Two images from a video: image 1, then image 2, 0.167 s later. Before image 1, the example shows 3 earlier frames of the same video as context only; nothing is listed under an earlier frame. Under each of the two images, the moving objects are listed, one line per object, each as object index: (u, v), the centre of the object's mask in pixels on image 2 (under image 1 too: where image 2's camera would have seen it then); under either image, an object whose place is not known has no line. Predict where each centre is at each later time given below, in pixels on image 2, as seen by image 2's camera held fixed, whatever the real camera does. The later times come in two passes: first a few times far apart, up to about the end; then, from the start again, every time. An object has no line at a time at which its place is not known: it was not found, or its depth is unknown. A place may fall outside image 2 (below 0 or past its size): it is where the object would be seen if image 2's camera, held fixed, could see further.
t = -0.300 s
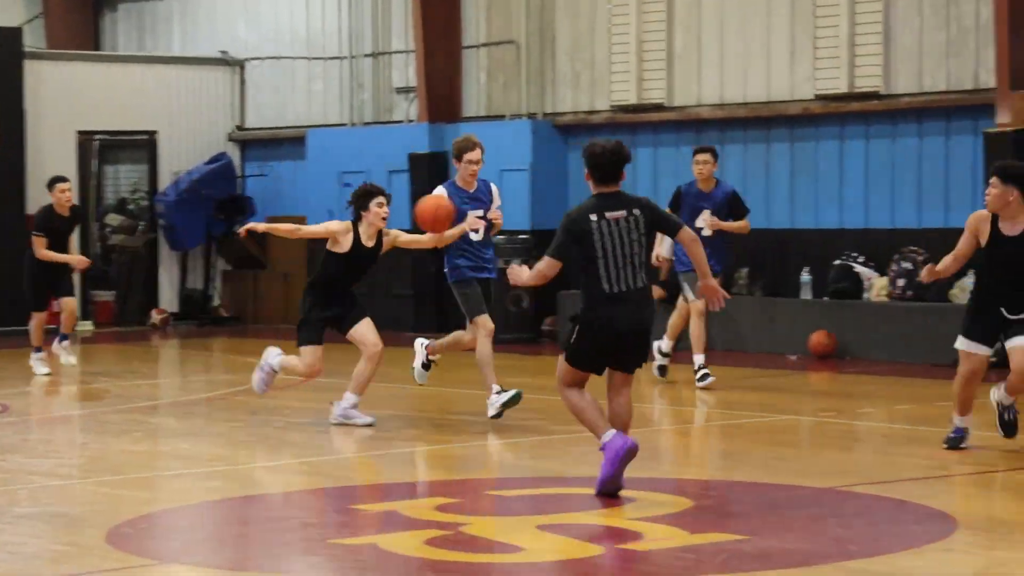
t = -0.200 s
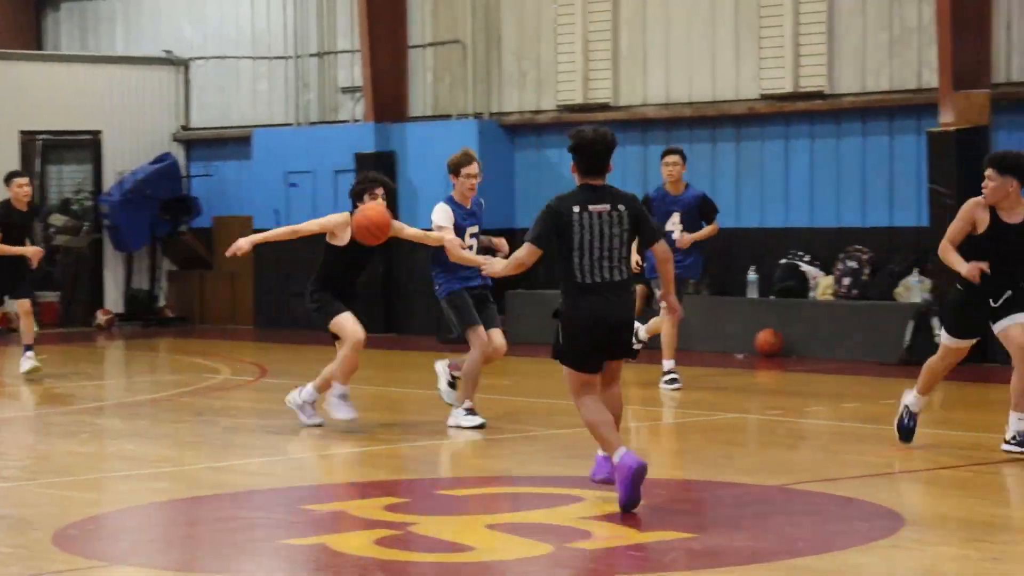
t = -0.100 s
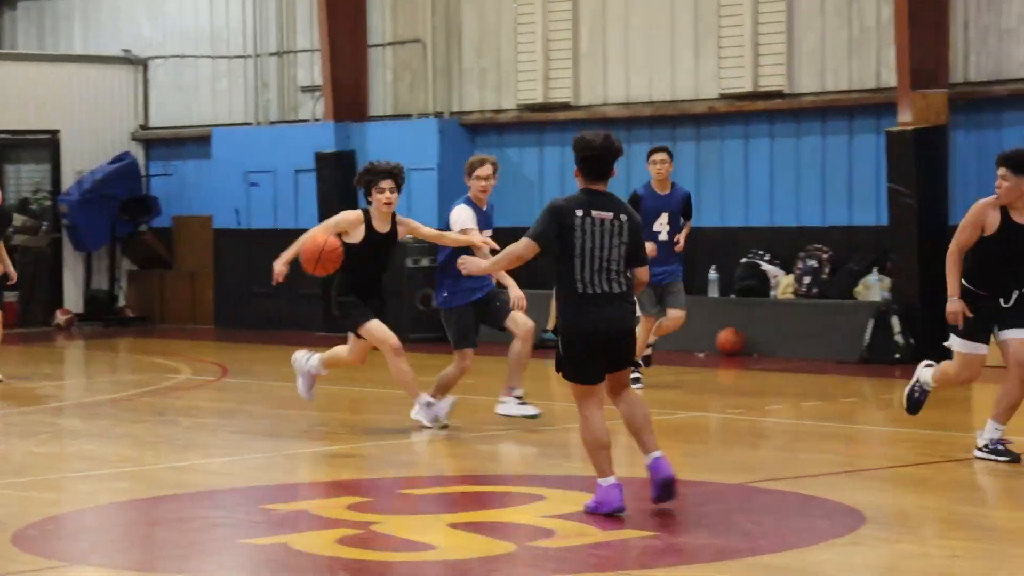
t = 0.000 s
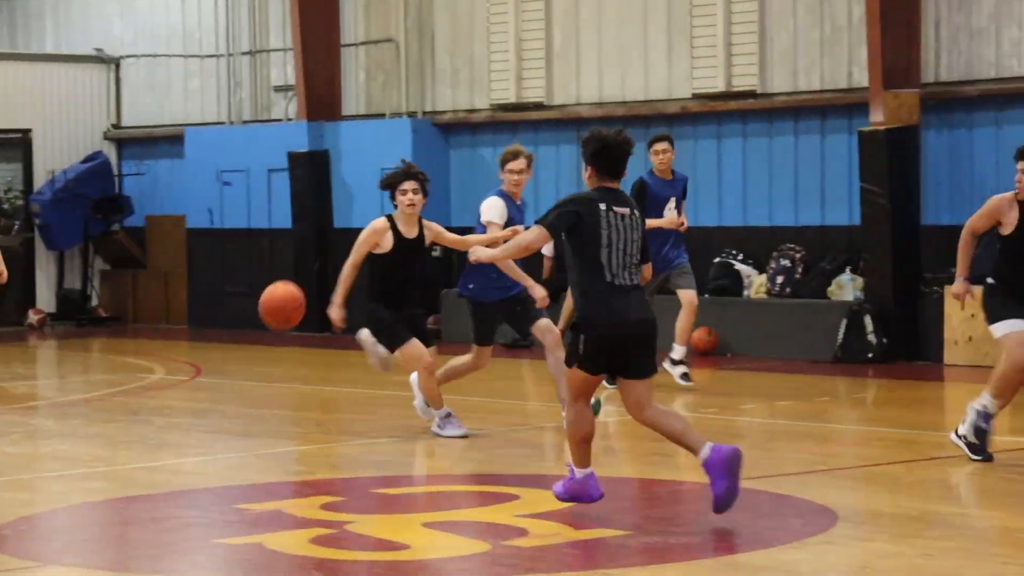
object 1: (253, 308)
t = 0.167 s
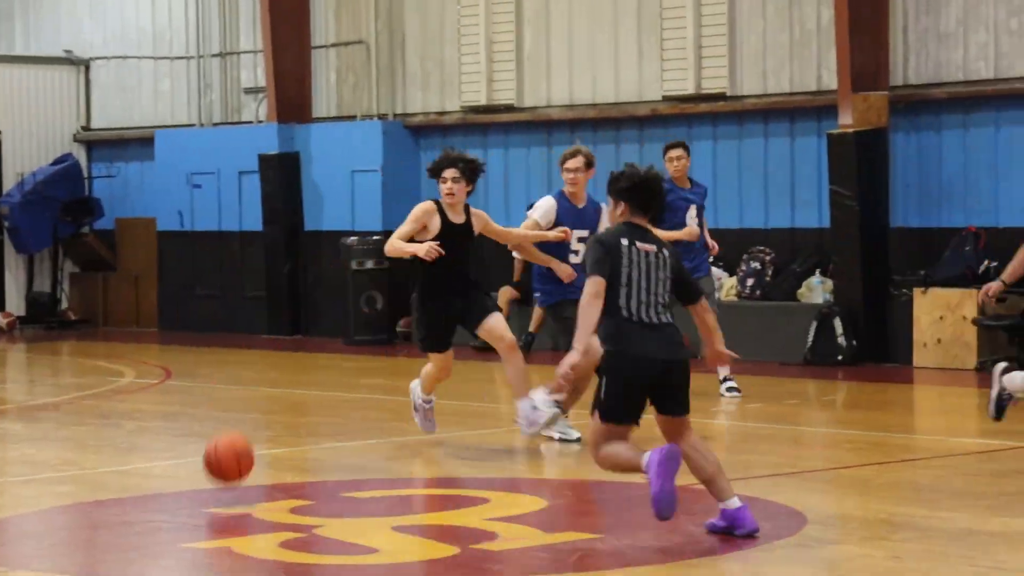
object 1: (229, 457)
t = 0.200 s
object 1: (222, 482)
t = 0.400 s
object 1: (175, 368)
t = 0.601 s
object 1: (122, 334)
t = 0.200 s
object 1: (222, 482)
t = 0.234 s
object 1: (215, 458)
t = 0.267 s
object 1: (208, 436)
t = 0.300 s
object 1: (199, 416)
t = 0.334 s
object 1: (191, 398)
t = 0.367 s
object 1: (184, 382)
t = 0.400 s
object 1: (175, 368)
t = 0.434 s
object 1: (166, 356)
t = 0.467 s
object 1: (157, 346)
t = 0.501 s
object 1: (149, 340)
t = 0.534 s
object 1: (140, 336)
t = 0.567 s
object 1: (131, 334)
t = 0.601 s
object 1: (122, 334)
